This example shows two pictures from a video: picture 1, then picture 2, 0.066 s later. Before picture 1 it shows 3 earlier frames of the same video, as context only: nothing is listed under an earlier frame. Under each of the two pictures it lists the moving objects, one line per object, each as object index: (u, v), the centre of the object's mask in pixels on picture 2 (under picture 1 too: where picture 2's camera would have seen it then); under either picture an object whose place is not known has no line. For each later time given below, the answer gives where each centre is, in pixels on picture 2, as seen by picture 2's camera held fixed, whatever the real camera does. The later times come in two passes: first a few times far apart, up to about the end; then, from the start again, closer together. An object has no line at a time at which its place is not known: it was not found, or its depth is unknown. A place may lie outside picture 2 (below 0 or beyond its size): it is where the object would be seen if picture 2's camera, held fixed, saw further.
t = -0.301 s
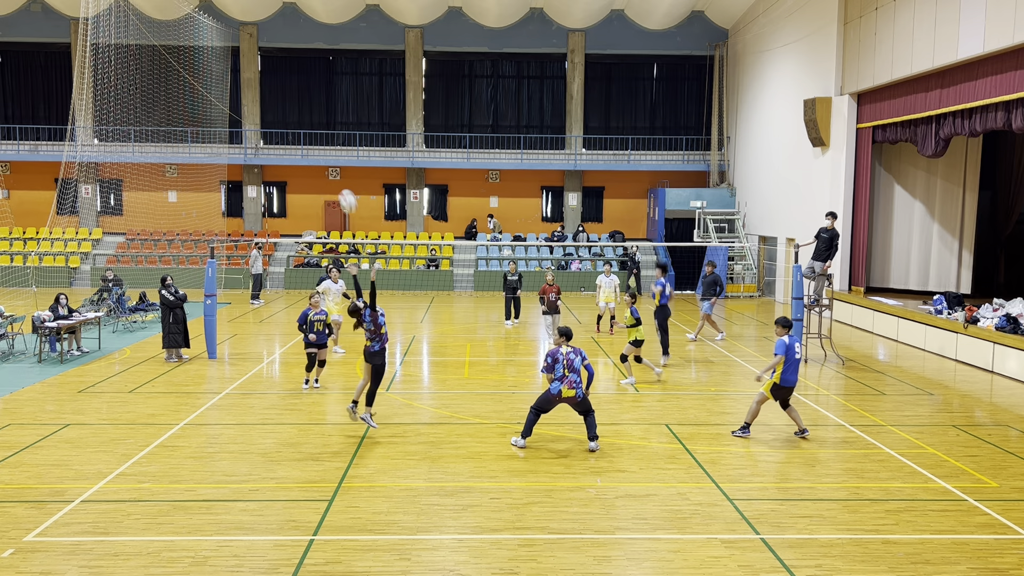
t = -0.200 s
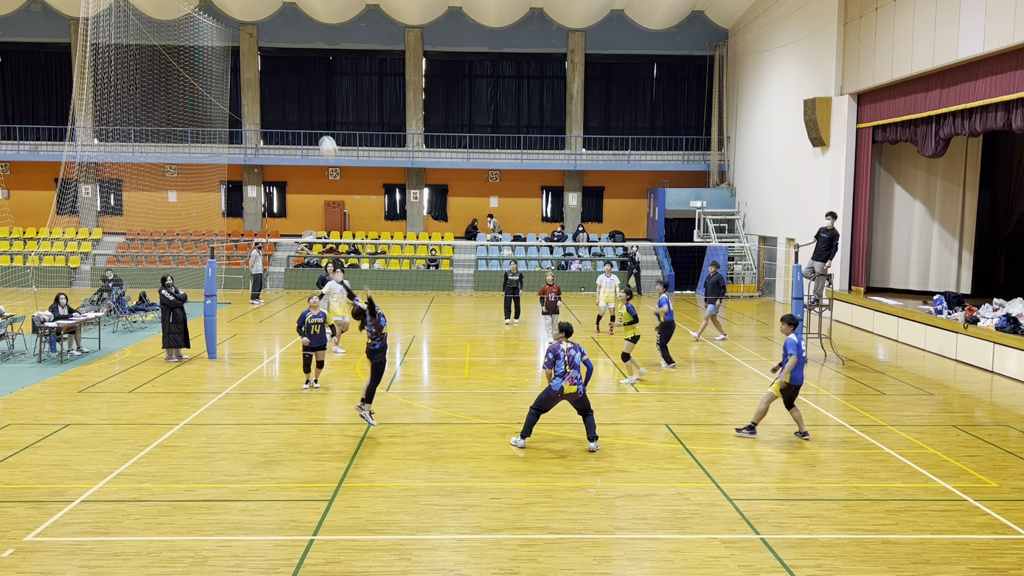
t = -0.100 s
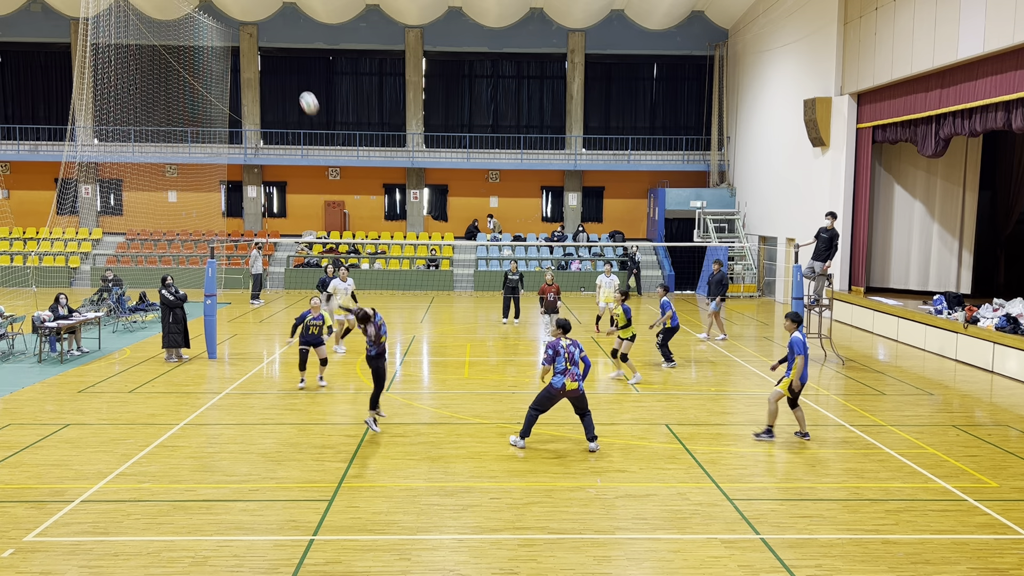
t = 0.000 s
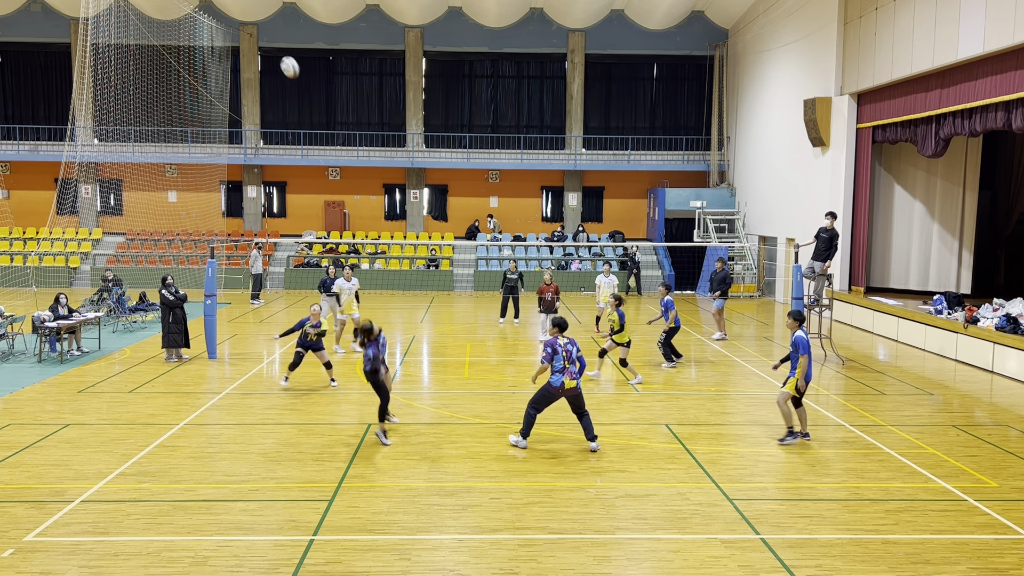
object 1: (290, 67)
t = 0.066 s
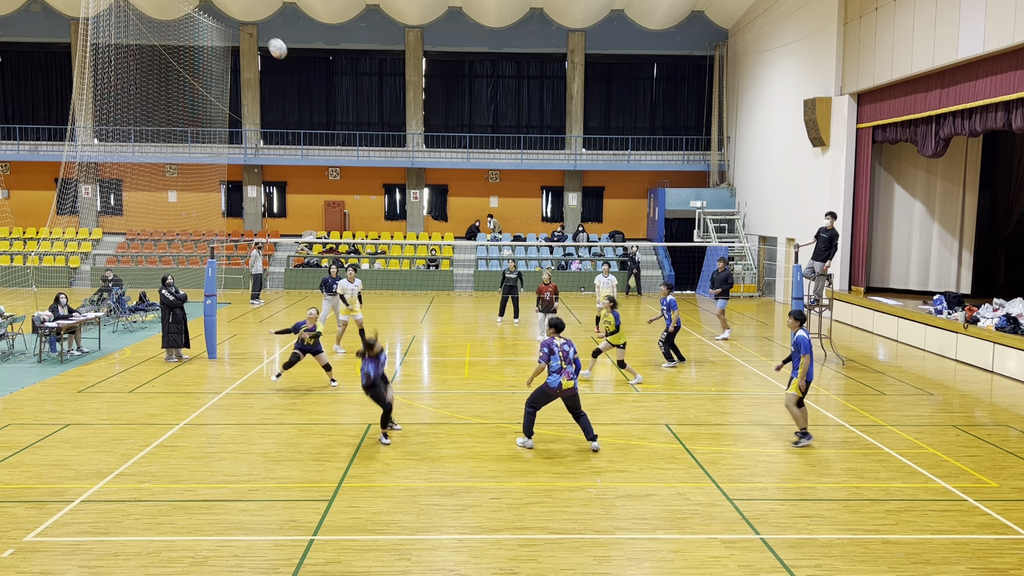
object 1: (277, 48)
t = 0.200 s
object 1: (253, 21)
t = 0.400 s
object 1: (218, 9)
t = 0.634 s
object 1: (182, 32)
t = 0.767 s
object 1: (164, 62)
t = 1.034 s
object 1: (131, 154)
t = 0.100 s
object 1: (271, 40)
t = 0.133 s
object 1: (265, 33)
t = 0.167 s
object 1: (259, 27)
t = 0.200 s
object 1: (253, 21)
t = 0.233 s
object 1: (247, 17)
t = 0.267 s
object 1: (241, 14)
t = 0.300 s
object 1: (235, 10)
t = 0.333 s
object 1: (230, 10)
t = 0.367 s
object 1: (224, 8)
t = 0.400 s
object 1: (218, 9)
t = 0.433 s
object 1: (213, 10)
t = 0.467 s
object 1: (208, 11)
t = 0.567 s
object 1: (192, 22)
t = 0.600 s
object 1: (188, 26)
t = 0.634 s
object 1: (182, 32)
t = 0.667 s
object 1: (177, 38)
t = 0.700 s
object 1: (173, 46)
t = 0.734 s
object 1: (168, 54)
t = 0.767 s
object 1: (164, 62)
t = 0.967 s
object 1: (139, 127)
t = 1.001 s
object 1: (135, 140)
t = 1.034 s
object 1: (131, 154)
